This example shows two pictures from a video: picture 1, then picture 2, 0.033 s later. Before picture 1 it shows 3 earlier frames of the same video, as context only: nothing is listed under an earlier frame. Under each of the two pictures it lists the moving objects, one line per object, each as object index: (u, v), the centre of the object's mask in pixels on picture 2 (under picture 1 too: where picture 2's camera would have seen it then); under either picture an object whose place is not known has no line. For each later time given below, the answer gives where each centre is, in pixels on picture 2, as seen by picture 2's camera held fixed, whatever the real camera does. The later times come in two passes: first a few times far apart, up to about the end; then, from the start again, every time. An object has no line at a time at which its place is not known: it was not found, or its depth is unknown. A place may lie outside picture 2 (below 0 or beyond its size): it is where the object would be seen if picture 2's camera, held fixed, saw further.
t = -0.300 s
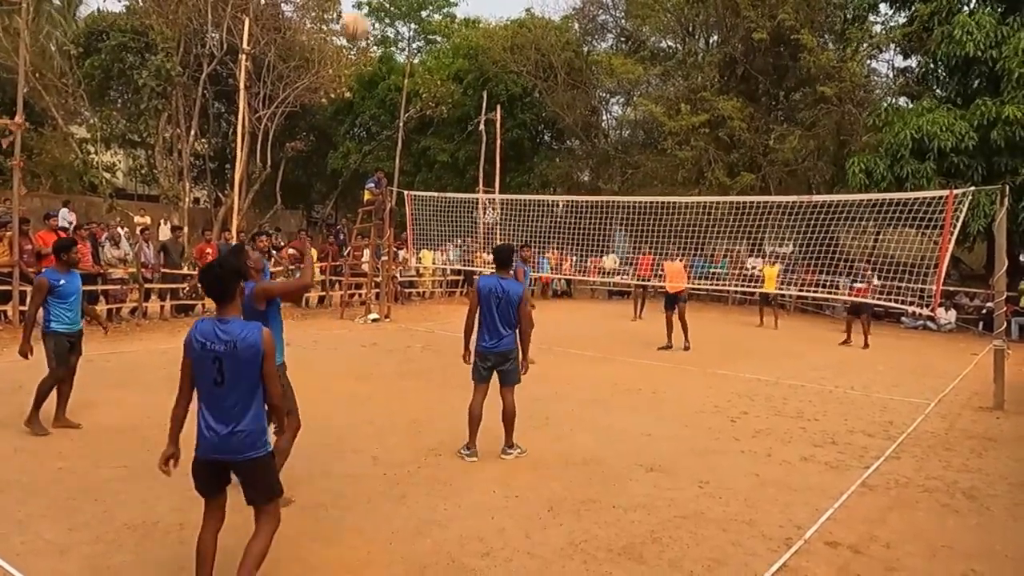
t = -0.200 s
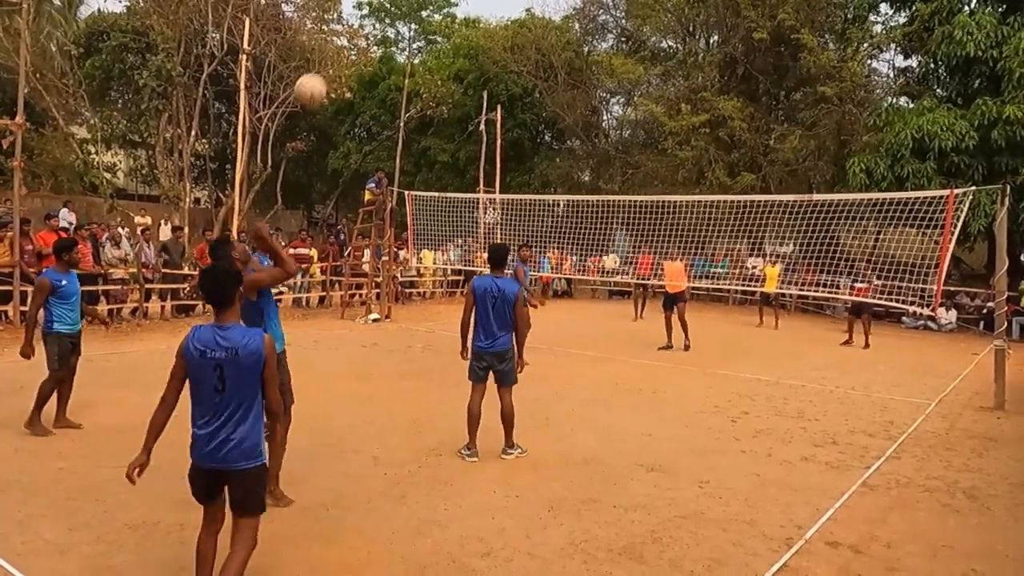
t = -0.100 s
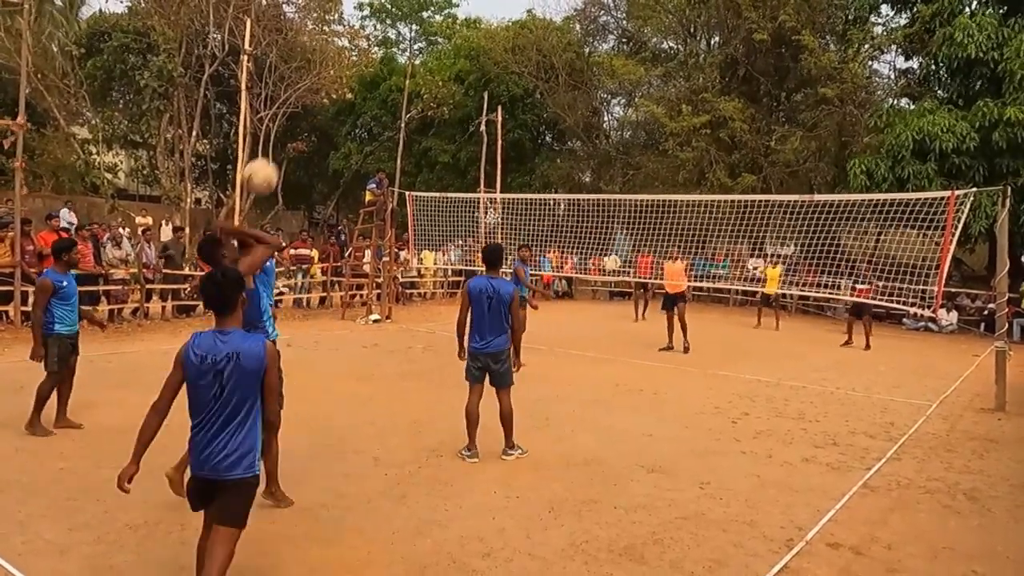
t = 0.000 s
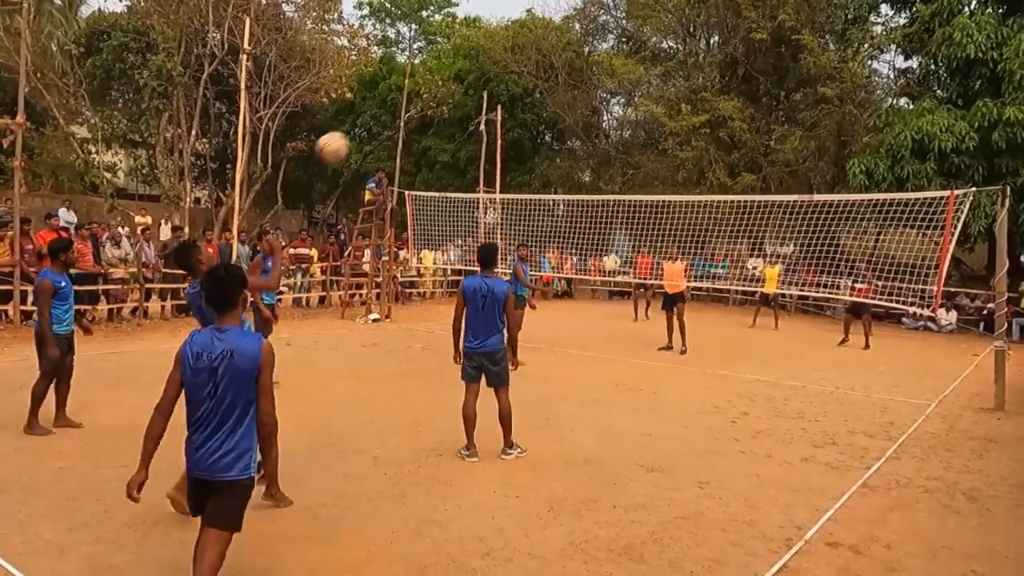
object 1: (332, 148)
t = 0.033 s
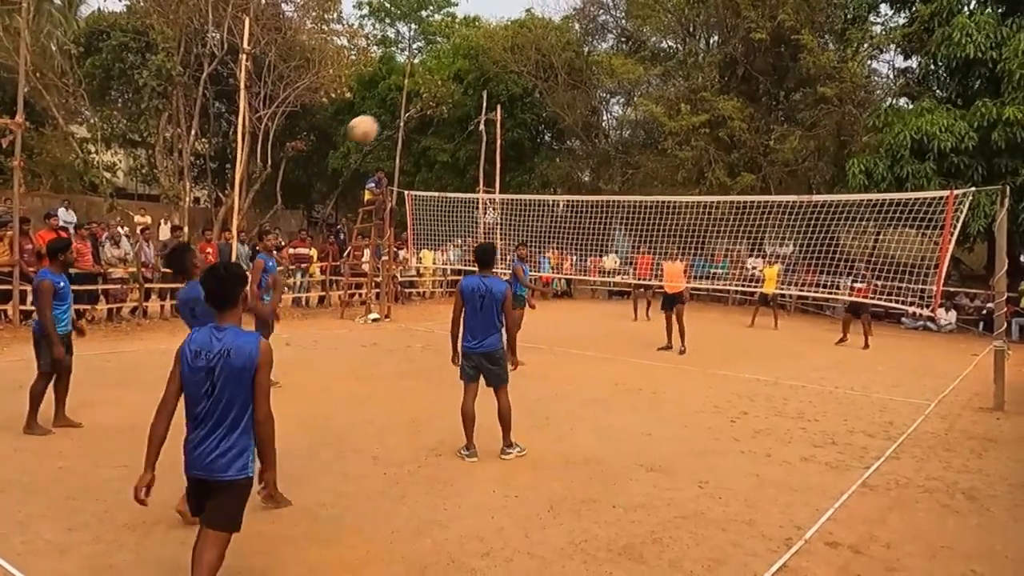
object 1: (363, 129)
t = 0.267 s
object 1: (505, 72)
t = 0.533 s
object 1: (589, 82)
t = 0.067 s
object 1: (390, 114)
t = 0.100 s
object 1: (416, 102)
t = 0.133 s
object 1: (437, 92)
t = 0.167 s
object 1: (456, 85)
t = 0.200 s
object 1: (474, 80)
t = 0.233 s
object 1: (490, 76)
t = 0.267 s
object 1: (505, 72)
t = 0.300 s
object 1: (518, 69)
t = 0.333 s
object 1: (531, 69)
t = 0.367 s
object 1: (543, 69)
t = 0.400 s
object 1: (554, 71)
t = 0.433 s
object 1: (563, 72)
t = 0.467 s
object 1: (573, 75)
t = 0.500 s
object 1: (581, 78)
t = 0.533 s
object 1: (589, 82)
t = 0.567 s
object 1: (597, 85)
